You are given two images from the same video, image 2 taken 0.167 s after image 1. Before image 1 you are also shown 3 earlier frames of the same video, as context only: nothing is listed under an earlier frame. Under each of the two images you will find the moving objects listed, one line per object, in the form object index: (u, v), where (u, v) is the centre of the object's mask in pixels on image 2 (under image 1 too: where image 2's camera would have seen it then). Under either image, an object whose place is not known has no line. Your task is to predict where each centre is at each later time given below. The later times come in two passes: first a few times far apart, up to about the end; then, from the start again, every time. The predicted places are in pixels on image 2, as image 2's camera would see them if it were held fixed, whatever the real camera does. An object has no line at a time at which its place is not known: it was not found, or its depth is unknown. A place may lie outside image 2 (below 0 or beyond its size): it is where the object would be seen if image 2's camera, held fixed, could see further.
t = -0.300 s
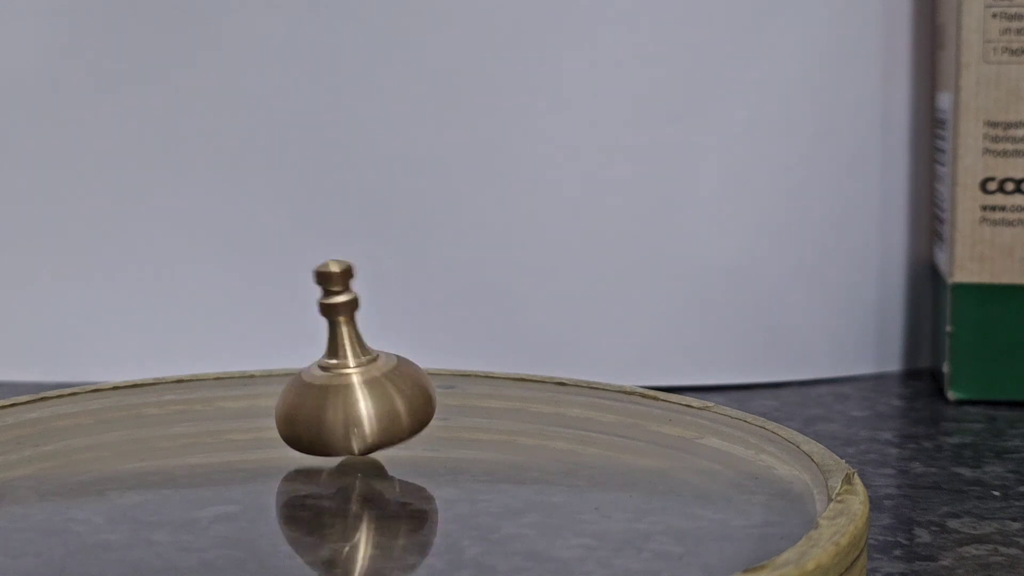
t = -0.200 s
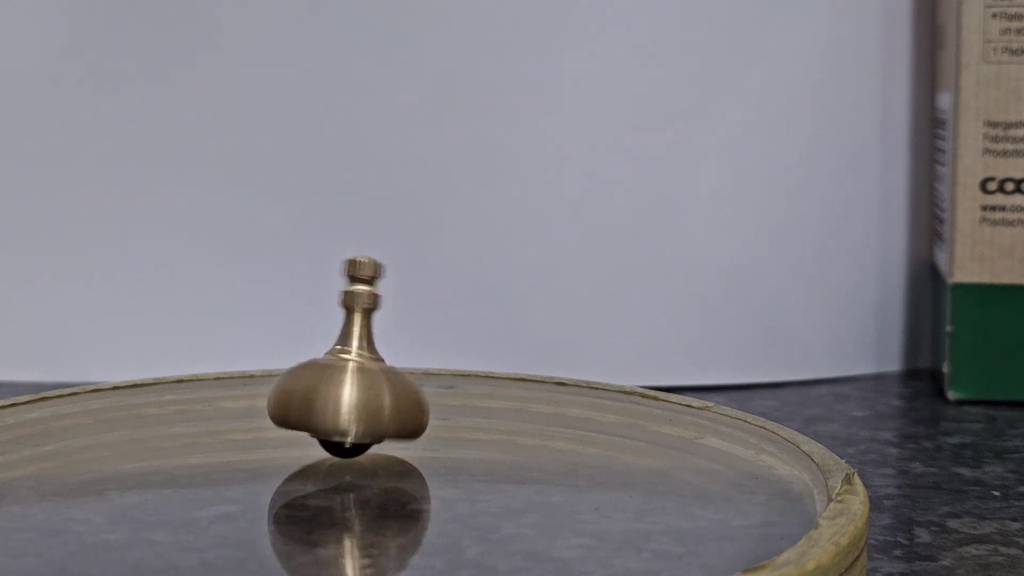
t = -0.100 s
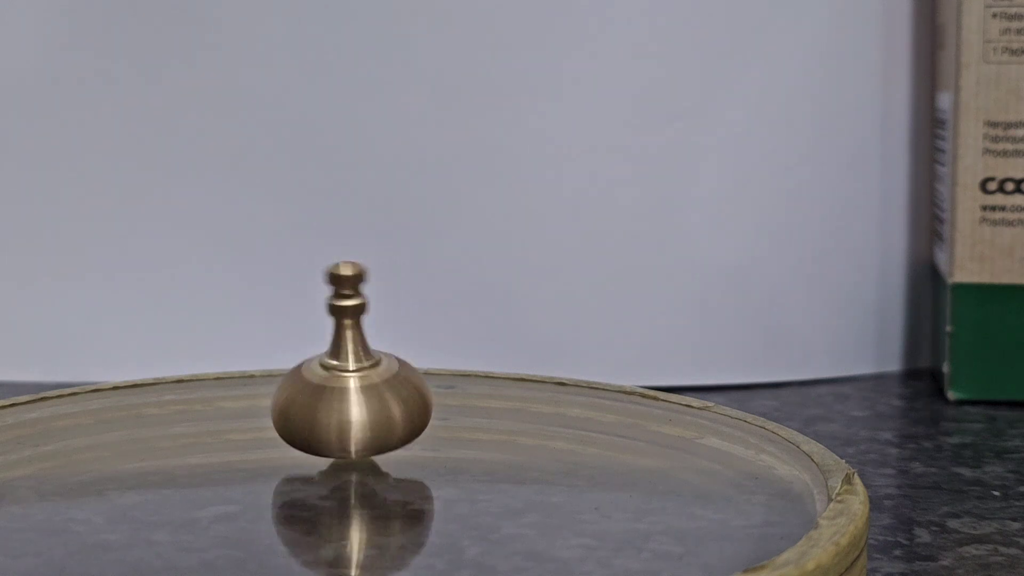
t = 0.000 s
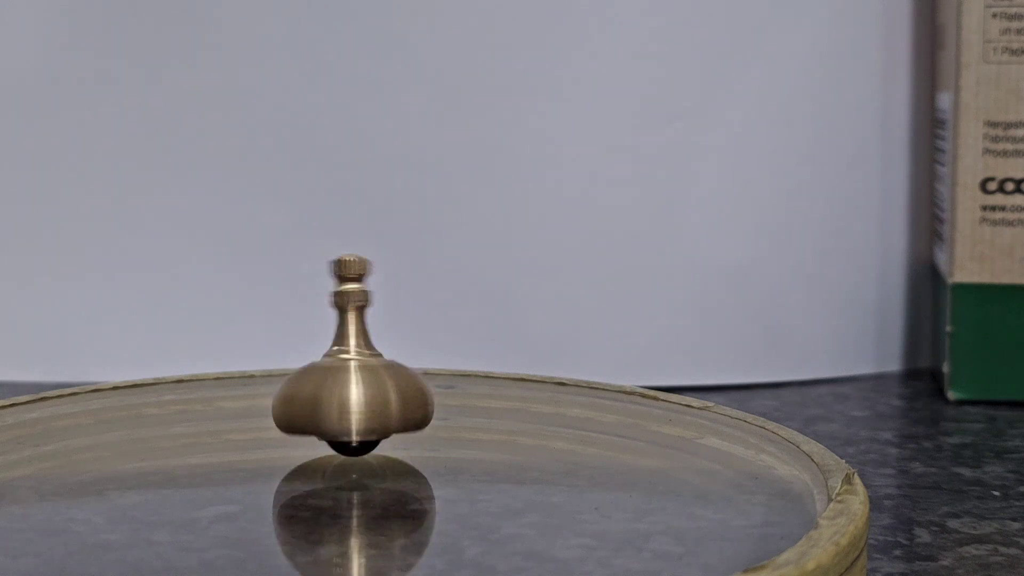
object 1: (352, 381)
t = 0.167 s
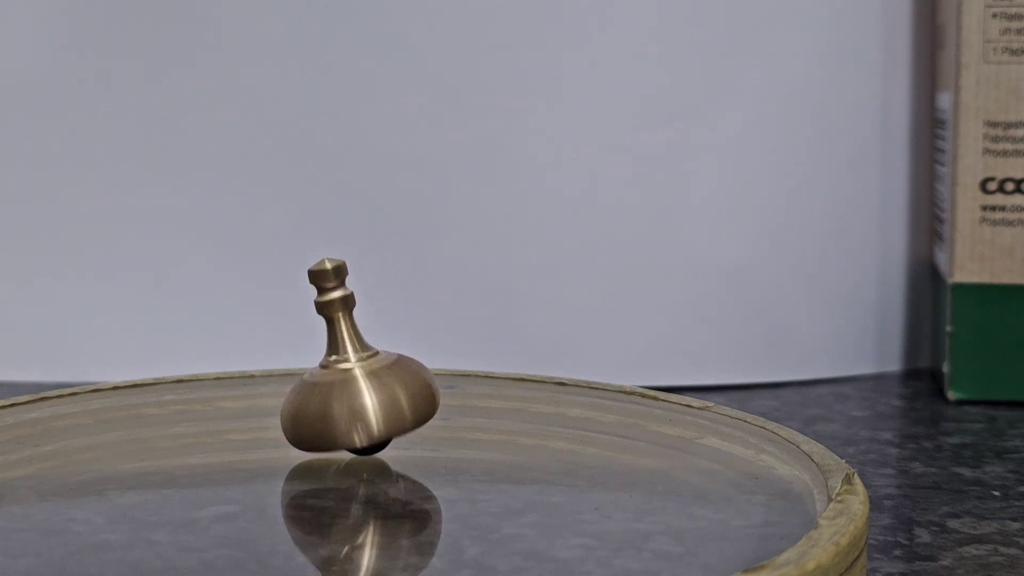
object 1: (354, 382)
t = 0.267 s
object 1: (357, 382)
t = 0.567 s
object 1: (353, 387)
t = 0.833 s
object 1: (357, 383)
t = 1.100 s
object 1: (356, 382)
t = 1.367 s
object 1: (359, 384)
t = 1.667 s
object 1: (360, 389)
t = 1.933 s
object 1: (360, 383)
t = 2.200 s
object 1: (362, 383)
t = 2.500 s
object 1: (364, 386)
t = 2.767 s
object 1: (364, 391)
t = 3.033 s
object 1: (364, 386)
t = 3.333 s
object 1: (364, 382)
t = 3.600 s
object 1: (366, 383)
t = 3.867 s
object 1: (365, 387)
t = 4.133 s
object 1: (365, 392)
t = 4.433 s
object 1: (363, 382)
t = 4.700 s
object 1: (365, 383)
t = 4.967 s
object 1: (366, 383)
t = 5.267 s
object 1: (366, 392)
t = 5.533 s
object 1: (367, 389)
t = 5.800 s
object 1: (365, 384)
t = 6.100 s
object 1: (365, 383)
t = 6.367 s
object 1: (365, 383)
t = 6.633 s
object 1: (365, 383)
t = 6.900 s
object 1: (366, 386)
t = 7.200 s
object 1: (360, 387)
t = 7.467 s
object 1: (382, 387)
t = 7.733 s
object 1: (397, 394)
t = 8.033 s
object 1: (416, 399)
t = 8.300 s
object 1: (402, 397)
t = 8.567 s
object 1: (393, 382)
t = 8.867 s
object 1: (422, 380)
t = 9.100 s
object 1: (422, 380)
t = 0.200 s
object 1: (355, 381)
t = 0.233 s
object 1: (356, 381)
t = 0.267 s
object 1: (357, 382)
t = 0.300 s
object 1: (355, 386)
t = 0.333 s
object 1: (354, 388)
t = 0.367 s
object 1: (353, 385)
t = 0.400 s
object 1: (352, 382)
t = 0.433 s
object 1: (353, 381)
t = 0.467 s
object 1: (353, 382)
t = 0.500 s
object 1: (353, 384)
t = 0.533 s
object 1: (353, 388)
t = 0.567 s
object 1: (353, 387)
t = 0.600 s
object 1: (353, 383)
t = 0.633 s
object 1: (355, 381)
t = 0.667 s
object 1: (357, 382)
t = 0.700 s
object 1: (358, 383)
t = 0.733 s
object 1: (358, 387)
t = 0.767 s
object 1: (358, 389)
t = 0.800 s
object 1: (357, 385)
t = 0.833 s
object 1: (357, 383)
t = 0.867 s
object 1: (358, 382)
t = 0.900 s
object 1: (358, 383)
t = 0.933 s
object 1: (358, 385)
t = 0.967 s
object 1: (357, 390)
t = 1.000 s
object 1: (356, 389)
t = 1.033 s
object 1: (355, 384)
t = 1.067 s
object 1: (355, 383)
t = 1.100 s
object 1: (356, 382)
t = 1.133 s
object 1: (356, 384)
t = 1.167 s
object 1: (356, 387)
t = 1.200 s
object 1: (355, 390)
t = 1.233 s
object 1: (355, 387)
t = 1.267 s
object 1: (354, 383)
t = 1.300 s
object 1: (356, 381)
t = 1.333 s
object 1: (358, 382)
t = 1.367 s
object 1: (359, 384)
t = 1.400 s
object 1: (359, 389)
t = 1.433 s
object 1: (359, 390)
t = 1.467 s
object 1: (359, 385)
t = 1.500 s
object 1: (359, 383)
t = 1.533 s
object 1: (360, 383)
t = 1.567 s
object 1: (361, 383)
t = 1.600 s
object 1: (361, 385)
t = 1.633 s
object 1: (360, 390)
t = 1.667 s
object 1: (360, 389)
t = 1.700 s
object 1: (358, 384)
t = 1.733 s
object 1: (359, 382)
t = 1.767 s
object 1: (360, 383)
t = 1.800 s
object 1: (361, 384)
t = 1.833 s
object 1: (361, 387)
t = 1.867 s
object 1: (361, 391)
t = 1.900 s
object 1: (361, 388)
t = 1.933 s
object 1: (360, 383)
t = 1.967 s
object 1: (362, 382)
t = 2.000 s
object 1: (363, 382)
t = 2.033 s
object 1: (364, 384)
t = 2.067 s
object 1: (363, 389)
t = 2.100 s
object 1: (363, 391)
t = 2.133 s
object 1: (362, 386)
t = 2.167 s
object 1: (361, 383)
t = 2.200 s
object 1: (362, 383)
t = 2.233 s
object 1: (363, 383)
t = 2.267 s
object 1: (363, 385)
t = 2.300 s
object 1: (361, 390)
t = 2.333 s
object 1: (362, 390)
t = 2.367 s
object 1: (361, 384)
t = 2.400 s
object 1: (361, 382)
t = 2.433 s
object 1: (363, 382)
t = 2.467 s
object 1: (364, 383)
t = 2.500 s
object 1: (364, 386)
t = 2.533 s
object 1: (363, 391)
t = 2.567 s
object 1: (364, 389)
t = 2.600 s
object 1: (362, 384)
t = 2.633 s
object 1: (363, 382)
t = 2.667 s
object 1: (364, 382)
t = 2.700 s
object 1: (365, 383)
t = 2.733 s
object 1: (364, 387)
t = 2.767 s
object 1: (364, 391)
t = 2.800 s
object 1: (363, 388)
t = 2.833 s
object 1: (362, 383)
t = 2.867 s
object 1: (363, 382)
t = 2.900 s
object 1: (365, 382)
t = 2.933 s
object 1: (365, 384)
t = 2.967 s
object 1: (364, 389)
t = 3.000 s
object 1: (365, 391)
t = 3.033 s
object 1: (364, 386)
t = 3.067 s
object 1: (363, 383)
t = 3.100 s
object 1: (365, 382)
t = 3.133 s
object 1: (366, 383)
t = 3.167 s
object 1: (366, 384)
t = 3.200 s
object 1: (364, 390)
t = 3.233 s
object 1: (365, 390)
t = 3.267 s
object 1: (364, 385)
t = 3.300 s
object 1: (363, 383)
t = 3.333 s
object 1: (364, 382)
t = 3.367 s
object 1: (365, 383)
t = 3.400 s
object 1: (365, 385)
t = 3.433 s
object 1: (364, 391)
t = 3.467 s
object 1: (365, 390)
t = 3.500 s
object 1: (363, 384)
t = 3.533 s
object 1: (363, 382)
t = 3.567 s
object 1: (365, 382)
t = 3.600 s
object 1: (366, 383)
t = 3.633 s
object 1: (366, 386)
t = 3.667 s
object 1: (365, 391)
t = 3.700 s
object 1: (366, 390)
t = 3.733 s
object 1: (364, 383)
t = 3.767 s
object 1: (365, 383)
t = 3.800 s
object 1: (366, 383)
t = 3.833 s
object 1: (366, 383)
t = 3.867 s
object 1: (365, 387)
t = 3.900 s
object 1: (365, 391)
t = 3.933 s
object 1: (364, 388)
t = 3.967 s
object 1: (362, 383)
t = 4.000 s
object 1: (363, 382)
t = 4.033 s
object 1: (365, 383)
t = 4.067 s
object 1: (366, 383)
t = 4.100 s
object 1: (364, 388)
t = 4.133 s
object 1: (365, 392)
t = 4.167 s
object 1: (365, 387)
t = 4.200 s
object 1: (364, 383)
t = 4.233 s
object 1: (365, 382)
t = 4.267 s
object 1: (366, 382)
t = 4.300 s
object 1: (367, 384)
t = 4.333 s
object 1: (365, 389)
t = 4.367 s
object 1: (365, 391)
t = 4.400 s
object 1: (364, 386)
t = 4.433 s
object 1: (363, 382)
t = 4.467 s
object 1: (364, 383)
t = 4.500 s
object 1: (365, 383)
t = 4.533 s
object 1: (365, 384)
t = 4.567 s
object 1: (363, 390)
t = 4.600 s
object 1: (365, 390)
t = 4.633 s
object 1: (363, 385)
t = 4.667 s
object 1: (363, 382)
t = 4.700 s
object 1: (365, 383)
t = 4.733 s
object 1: (366, 382)
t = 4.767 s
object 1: (366, 385)
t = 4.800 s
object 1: (365, 390)
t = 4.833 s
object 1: (365, 390)
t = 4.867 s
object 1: (363, 384)
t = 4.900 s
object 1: (363, 382)
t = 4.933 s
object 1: (365, 382)
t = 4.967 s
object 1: (366, 383)
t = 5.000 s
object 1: (366, 386)
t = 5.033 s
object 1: (364, 392)
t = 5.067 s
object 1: (365, 390)
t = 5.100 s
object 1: (363, 384)
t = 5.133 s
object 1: (363, 382)
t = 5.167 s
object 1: (365, 382)
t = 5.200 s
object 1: (367, 384)
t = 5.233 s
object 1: (366, 388)
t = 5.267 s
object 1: (366, 392)
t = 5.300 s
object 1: (366, 390)
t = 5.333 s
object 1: (364, 384)
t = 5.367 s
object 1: (365, 383)
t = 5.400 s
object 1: (367, 383)
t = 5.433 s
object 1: (368, 384)
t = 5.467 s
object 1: (367, 389)
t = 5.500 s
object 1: (367, 392)
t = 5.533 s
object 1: (367, 389)
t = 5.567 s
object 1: (365, 383)
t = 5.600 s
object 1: (366, 382)
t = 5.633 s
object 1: (367, 383)
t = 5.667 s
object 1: (368, 384)
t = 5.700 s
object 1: (367, 388)
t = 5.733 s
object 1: (366, 392)
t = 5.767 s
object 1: (367, 389)
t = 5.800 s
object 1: (365, 384)
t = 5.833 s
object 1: (365, 383)
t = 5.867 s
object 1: (367, 383)
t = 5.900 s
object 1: (367, 383)
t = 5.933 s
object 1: (367, 386)
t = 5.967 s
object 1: (365, 391)
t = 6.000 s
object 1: (366, 391)
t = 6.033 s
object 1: (365, 385)
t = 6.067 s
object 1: (364, 383)
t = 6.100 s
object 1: (365, 383)
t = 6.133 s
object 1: (366, 383)
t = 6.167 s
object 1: (366, 384)
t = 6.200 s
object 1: (364, 389)
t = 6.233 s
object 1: (365, 392)
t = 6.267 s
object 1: (366, 390)
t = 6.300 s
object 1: (364, 385)
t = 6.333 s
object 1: (364, 383)
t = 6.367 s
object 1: (365, 383)
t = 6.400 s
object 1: (366, 384)
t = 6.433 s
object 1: (366, 384)
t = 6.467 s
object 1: (364, 388)
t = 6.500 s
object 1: (365, 392)
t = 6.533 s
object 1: (367, 391)
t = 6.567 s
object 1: (367, 386)
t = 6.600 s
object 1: (365, 383)
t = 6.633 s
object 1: (365, 383)
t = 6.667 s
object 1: (365, 384)
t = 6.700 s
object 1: (365, 383)
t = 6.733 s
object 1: (364, 383)
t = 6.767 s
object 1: (363, 386)
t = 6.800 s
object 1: (363, 390)
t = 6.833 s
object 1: (365, 391)
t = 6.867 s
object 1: (367, 389)
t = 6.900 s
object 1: (366, 386)
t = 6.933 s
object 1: (366, 384)
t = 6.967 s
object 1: (365, 383)
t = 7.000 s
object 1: (364, 385)
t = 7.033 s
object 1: (363, 385)
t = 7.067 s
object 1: (362, 384)
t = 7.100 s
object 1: (361, 383)
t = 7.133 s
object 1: (360, 384)
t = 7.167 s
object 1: (360, 385)
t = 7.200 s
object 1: (360, 387)
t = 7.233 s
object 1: (362, 388)
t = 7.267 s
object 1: (365, 389)
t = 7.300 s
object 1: (369, 389)
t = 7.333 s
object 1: (372, 389)
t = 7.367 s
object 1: (375, 388)
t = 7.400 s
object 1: (378, 388)
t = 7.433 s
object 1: (380, 387)
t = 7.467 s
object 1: (382, 387)
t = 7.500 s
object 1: (383, 387)
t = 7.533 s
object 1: (385, 387)
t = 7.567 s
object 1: (386, 388)
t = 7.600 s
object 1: (387, 389)
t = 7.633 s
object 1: (389, 390)
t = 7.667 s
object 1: (391, 391)
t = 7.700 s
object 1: (394, 393)
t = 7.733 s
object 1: (397, 394)
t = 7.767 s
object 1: (400, 396)
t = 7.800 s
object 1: (403, 397)
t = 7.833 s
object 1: (406, 398)
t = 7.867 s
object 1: (409, 399)
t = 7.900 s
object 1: (412, 399)
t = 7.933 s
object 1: (413, 399)
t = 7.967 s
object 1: (415, 399)
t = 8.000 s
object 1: (415, 399)
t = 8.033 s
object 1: (416, 399)
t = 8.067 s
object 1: (416, 399)
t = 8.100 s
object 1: (416, 399)
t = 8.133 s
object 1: (414, 399)
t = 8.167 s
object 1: (413, 399)
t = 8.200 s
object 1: (411, 399)
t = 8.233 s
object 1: (408, 398)
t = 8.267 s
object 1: (405, 398)
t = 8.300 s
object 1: (402, 397)
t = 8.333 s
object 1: (399, 395)
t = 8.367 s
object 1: (396, 393)
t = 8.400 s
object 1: (393, 391)
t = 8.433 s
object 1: (391, 389)
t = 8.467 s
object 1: (389, 387)
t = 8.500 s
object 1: (389, 385)
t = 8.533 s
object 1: (390, 384)
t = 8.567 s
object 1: (393, 382)
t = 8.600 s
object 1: (396, 381)
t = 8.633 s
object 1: (400, 381)
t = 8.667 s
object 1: (404, 381)
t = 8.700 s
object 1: (408, 380)
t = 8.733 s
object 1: (412, 380)
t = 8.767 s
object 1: (415, 380)
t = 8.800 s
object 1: (418, 380)
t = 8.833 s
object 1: (420, 380)
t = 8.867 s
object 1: (422, 380)
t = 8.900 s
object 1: (423, 380)
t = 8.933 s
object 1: (423, 380)
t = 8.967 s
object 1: (423, 380)
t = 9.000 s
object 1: (423, 380)
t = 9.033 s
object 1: (423, 380)
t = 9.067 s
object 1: (423, 380)
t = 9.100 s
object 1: (422, 380)
